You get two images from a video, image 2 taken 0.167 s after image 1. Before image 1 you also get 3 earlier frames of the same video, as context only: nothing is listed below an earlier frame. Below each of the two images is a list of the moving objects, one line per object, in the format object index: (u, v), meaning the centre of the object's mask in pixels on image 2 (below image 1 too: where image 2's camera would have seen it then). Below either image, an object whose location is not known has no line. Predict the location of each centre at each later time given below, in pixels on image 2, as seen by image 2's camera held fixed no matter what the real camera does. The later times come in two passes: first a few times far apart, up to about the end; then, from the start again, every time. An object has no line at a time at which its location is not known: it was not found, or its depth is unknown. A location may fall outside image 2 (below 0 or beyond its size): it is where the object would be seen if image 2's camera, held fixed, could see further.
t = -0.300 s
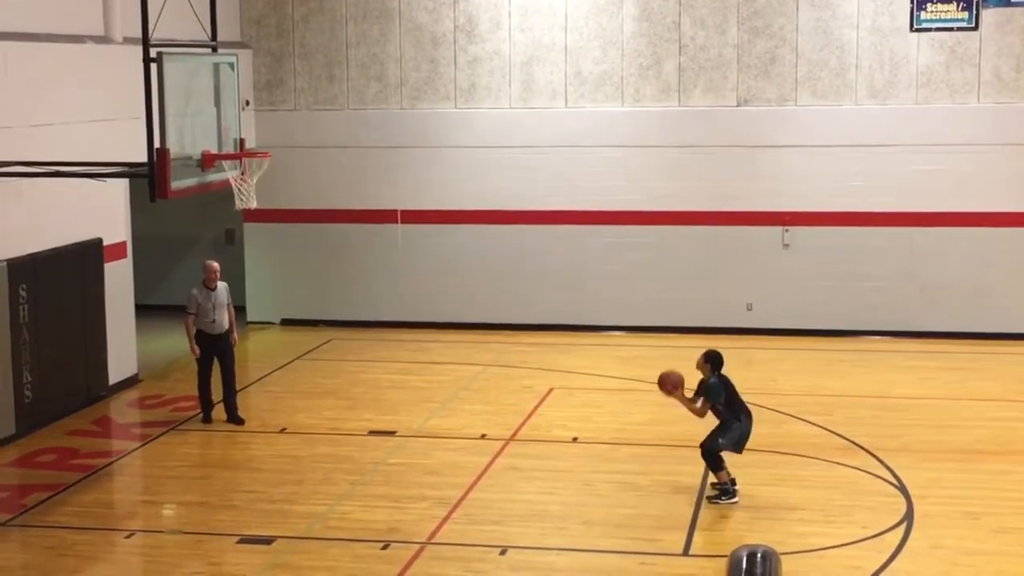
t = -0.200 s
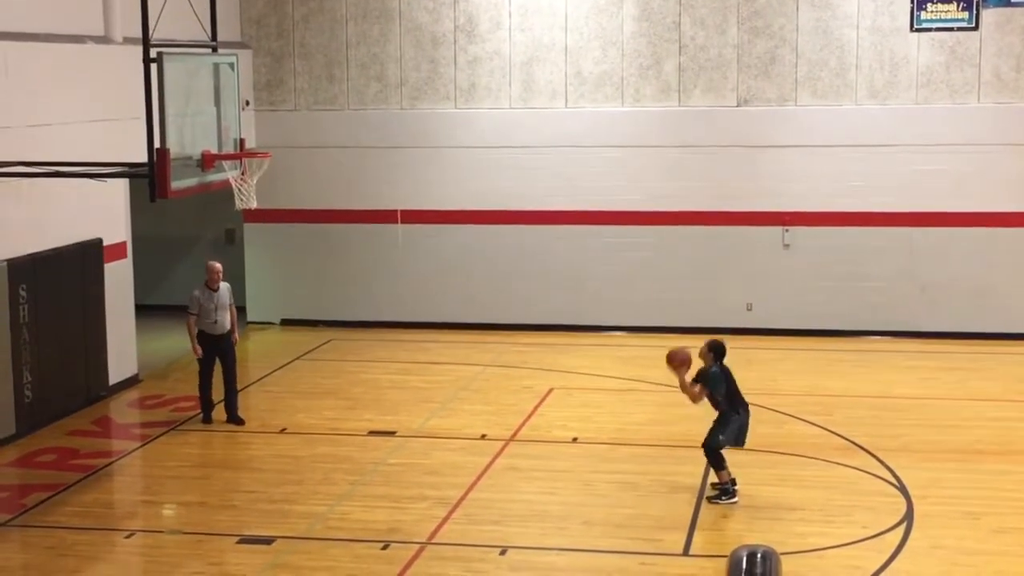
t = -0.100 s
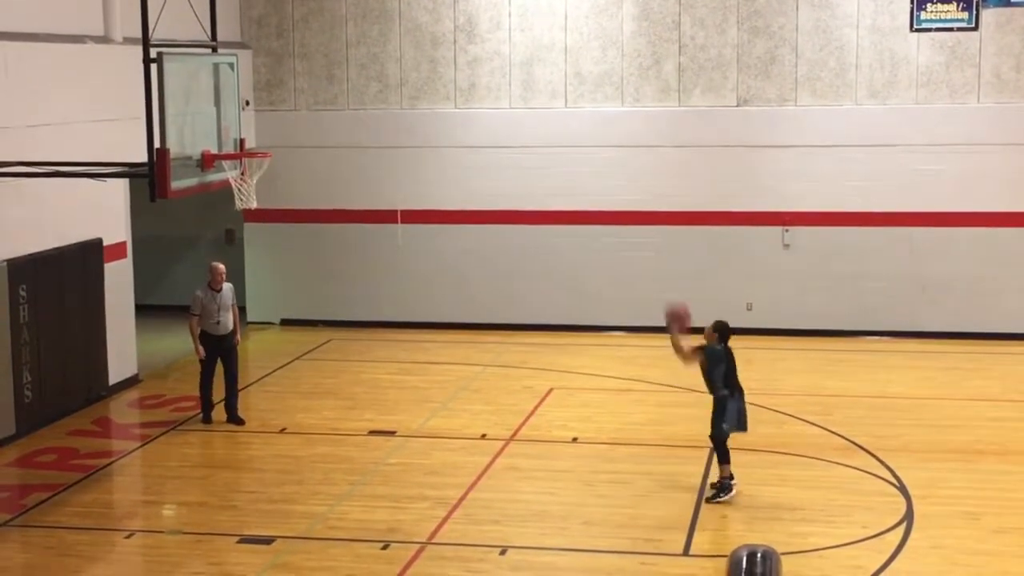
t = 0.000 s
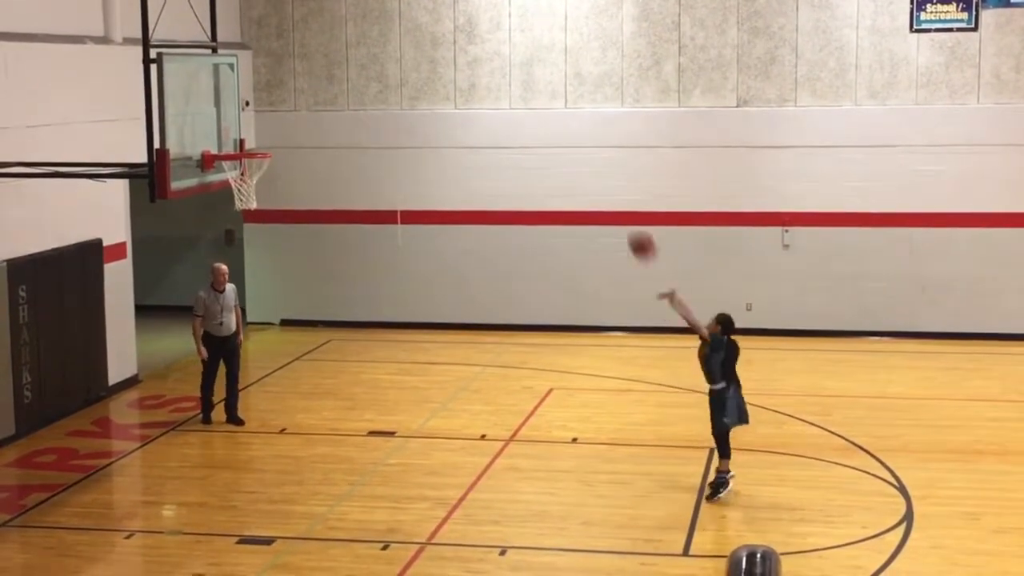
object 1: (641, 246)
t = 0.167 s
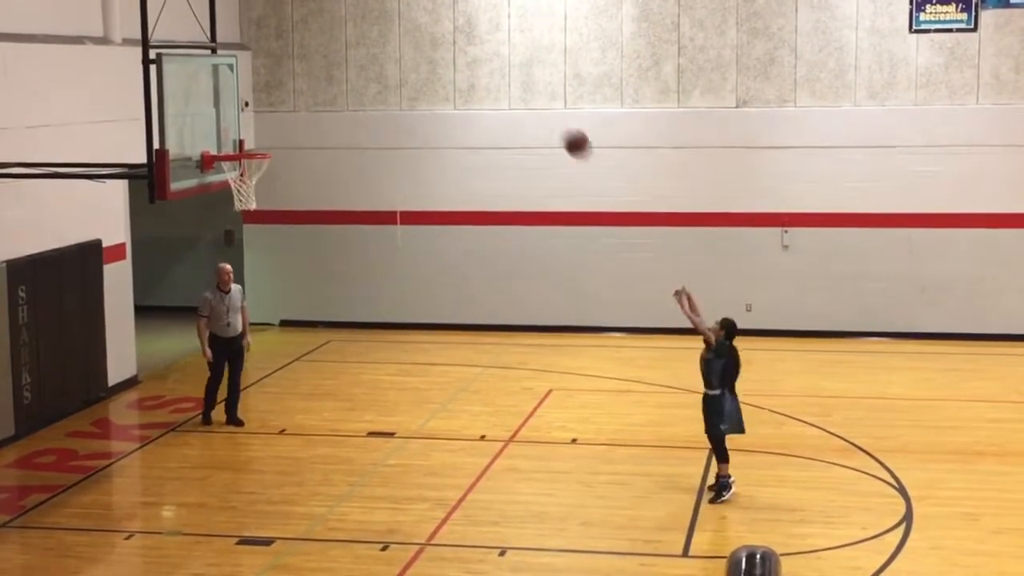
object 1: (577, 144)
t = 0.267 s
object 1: (539, 98)
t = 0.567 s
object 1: (427, 27)
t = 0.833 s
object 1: (334, 49)
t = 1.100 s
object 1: (248, 142)
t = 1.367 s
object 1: (217, 210)
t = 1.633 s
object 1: (210, 314)
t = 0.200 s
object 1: (564, 128)
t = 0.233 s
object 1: (551, 112)
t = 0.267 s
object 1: (539, 98)
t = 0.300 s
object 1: (526, 85)
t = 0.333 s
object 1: (514, 74)
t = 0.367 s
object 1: (501, 64)
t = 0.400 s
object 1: (489, 55)
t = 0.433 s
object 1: (476, 47)
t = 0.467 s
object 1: (464, 40)
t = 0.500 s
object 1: (451, 35)
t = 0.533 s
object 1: (439, 31)
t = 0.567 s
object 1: (427, 27)
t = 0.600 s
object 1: (416, 26)
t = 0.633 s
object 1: (404, 26)
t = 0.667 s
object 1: (392, 26)
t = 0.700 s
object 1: (381, 29)
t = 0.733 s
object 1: (369, 32)
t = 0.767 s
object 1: (358, 37)
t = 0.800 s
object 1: (346, 43)
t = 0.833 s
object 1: (334, 49)
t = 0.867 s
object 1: (323, 57)
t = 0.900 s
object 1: (312, 66)
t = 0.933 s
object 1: (301, 77)
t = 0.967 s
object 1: (290, 88)
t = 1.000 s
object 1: (278, 102)
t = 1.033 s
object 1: (268, 115)
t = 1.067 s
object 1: (257, 129)
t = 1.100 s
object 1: (248, 142)
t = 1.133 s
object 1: (236, 164)
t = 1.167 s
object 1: (228, 178)
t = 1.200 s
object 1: (228, 181)
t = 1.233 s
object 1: (229, 182)
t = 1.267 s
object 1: (224, 187)
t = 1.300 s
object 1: (219, 194)
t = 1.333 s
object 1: (219, 200)
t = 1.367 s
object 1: (217, 210)
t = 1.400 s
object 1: (218, 220)
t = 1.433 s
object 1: (216, 230)
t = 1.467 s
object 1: (215, 241)
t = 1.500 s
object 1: (215, 253)
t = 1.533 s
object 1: (213, 267)
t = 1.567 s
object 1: (211, 281)
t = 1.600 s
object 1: (210, 297)
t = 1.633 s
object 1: (210, 314)
